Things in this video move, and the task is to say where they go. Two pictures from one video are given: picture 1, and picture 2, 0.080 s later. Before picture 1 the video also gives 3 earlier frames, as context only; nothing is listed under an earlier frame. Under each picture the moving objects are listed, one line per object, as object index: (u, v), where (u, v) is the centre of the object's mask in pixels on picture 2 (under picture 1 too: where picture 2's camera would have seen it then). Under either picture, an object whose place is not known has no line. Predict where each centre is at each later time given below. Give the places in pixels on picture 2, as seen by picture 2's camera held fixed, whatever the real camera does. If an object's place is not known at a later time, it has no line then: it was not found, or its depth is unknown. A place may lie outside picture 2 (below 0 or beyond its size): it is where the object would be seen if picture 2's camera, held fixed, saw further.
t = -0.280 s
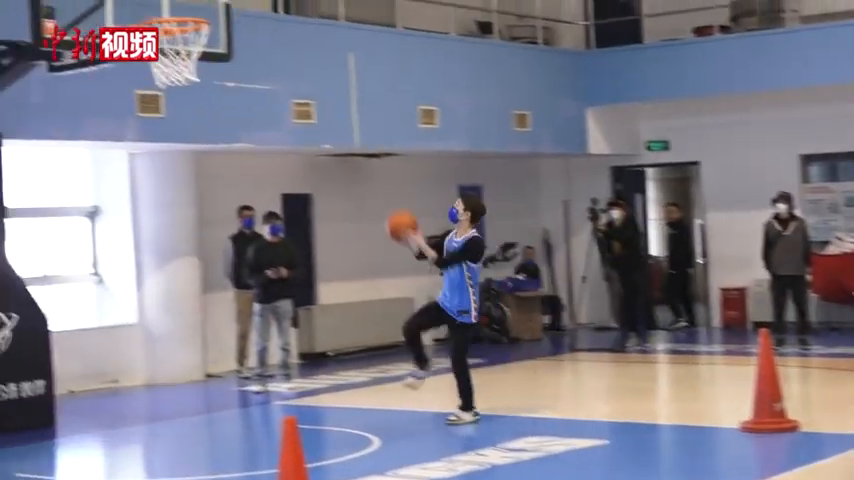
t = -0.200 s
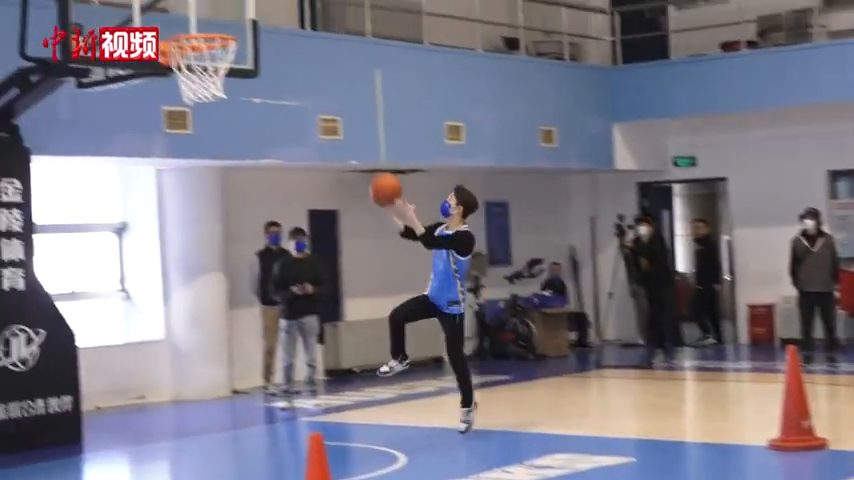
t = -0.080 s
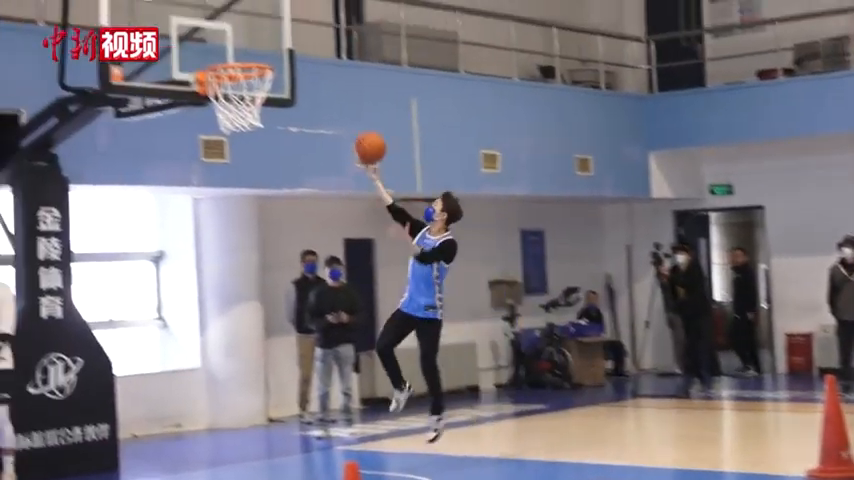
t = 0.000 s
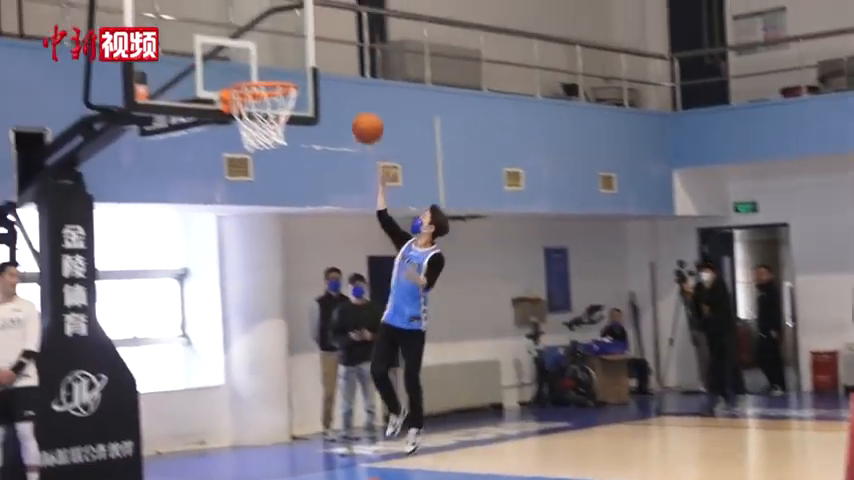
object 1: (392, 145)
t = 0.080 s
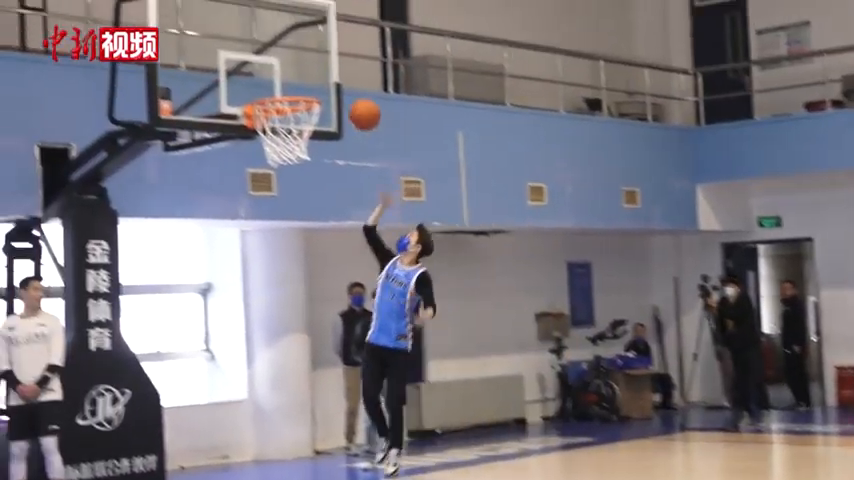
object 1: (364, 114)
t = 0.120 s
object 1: (352, 103)
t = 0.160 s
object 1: (338, 93)
